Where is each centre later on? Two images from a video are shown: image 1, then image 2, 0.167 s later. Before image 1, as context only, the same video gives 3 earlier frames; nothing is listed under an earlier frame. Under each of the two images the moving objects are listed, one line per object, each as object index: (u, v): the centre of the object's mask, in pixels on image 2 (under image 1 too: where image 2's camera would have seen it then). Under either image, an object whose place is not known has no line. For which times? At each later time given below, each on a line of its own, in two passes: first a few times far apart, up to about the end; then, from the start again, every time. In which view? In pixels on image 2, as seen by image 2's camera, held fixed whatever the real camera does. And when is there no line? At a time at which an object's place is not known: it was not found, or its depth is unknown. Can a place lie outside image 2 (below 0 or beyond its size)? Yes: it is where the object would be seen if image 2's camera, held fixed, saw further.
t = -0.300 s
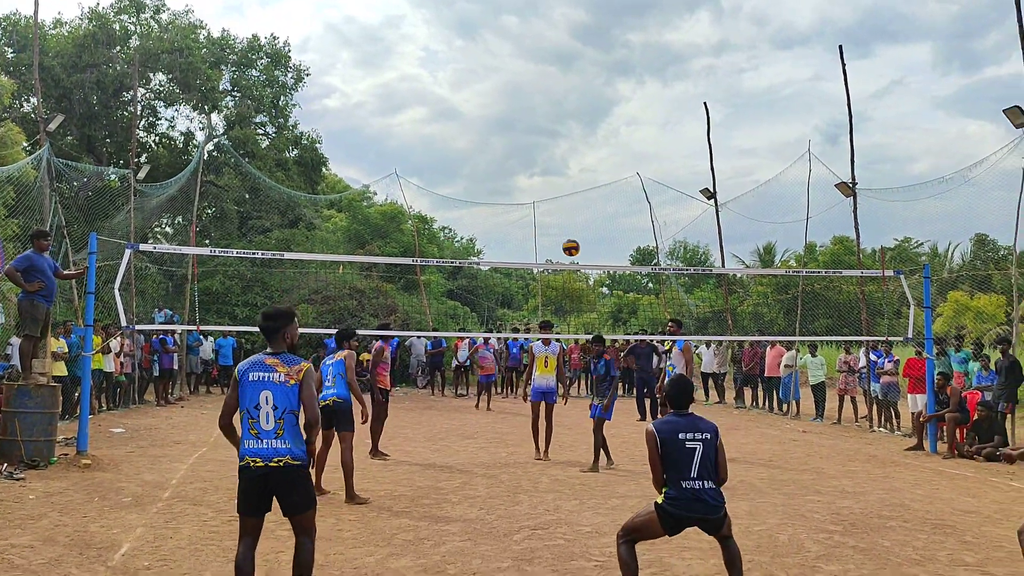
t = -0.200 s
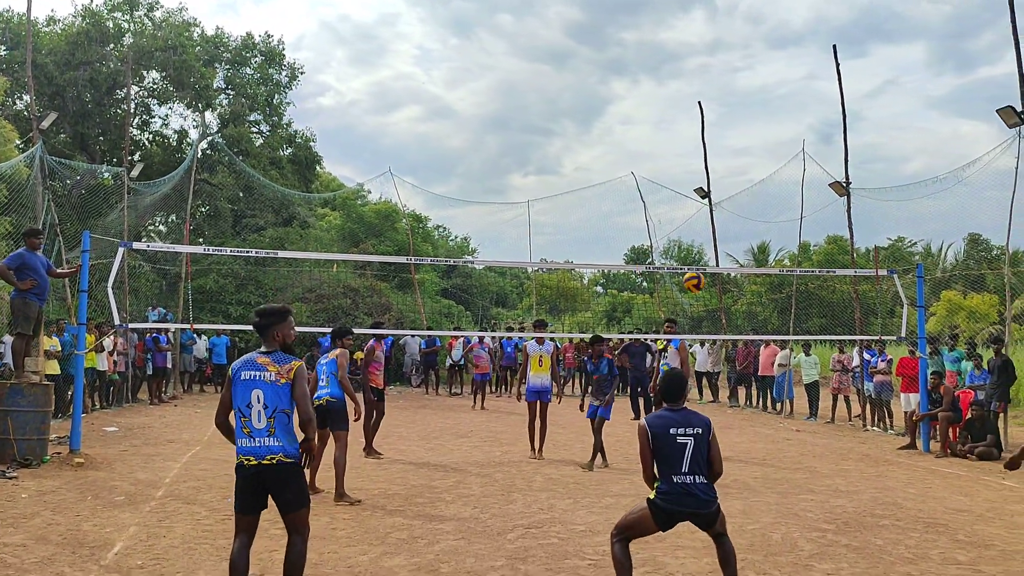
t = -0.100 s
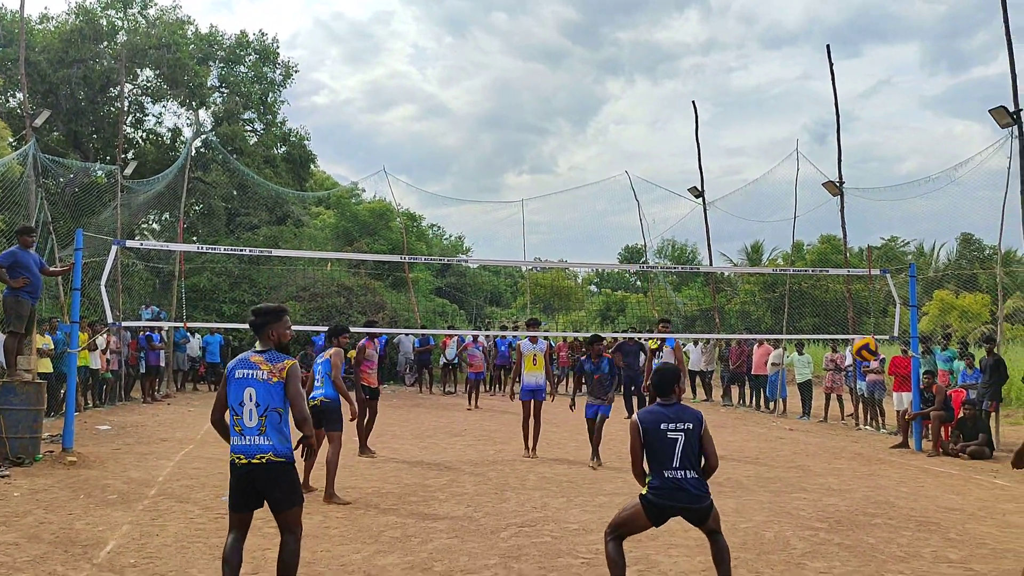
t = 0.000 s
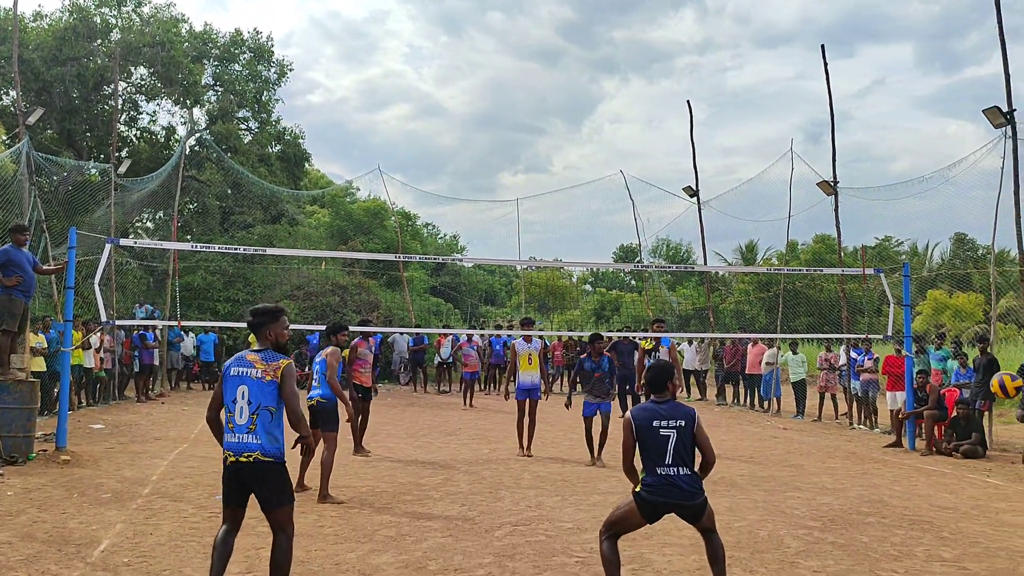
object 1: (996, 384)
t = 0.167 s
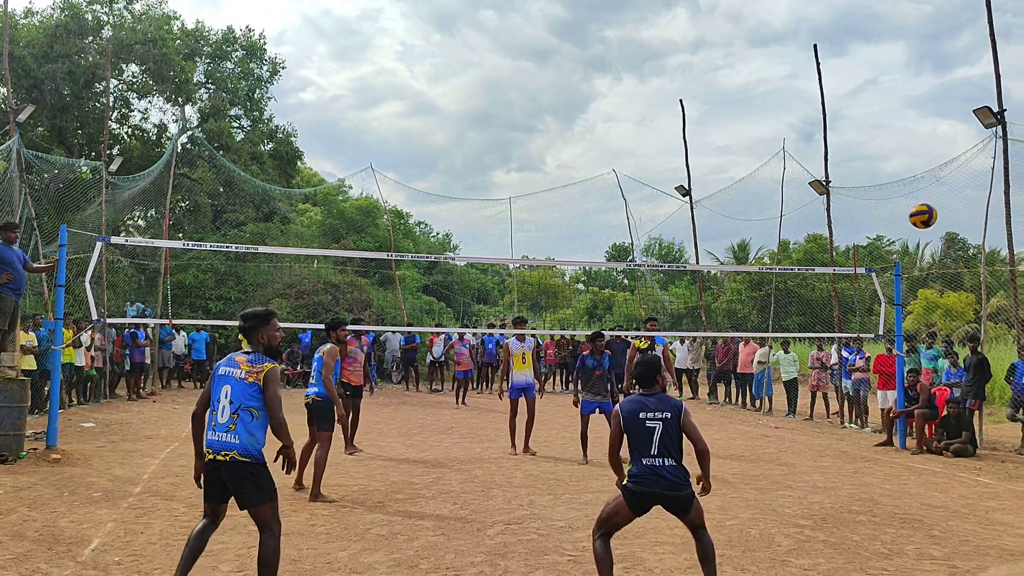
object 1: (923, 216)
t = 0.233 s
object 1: (898, 167)
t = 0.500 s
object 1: (821, 40)
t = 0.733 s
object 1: (775, 7)
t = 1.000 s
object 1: (726, 19)
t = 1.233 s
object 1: (690, 76)
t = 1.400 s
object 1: (668, 136)
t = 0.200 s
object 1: (911, 191)
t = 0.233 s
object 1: (898, 167)
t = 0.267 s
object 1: (886, 145)
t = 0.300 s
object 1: (877, 124)
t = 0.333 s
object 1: (866, 107)
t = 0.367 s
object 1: (856, 90)
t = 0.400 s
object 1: (847, 75)
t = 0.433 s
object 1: (838, 62)
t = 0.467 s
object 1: (830, 50)
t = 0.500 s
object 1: (821, 40)
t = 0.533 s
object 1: (814, 31)
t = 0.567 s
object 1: (806, 23)
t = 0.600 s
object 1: (799, 16)
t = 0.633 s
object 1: (792, 12)
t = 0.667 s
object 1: (785, 9)
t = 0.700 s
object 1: (781, 8)
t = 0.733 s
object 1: (775, 7)
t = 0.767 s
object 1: (769, 8)
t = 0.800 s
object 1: (763, 7)
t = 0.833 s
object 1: (757, 7)
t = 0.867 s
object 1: (750, 8)
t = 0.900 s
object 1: (743, 9)
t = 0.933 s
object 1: (737, 11)
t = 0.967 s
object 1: (732, 14)
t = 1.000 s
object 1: (726, 19)
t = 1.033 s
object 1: (720, 25)
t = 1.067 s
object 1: (715, 31)
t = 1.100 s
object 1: (710, 39)
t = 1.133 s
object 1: (705, 48)
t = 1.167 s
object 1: (700, 56)
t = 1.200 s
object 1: (695, 65)
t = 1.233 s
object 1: (690, 76)
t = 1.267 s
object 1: (686, 87)
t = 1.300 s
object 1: (681, 98)
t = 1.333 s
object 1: (677, 109)
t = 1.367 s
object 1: (672, 122)
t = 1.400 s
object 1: (668, 136)
